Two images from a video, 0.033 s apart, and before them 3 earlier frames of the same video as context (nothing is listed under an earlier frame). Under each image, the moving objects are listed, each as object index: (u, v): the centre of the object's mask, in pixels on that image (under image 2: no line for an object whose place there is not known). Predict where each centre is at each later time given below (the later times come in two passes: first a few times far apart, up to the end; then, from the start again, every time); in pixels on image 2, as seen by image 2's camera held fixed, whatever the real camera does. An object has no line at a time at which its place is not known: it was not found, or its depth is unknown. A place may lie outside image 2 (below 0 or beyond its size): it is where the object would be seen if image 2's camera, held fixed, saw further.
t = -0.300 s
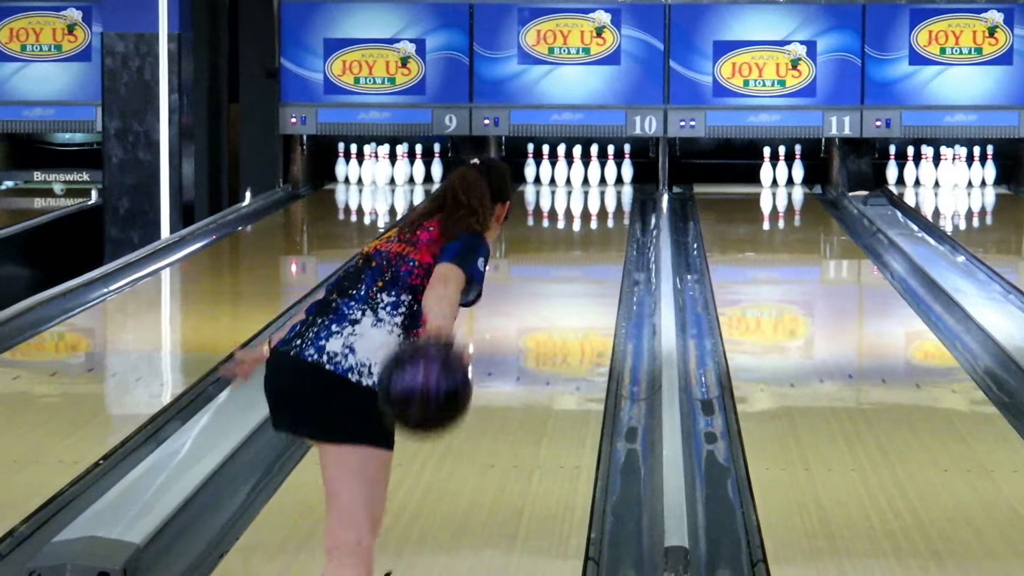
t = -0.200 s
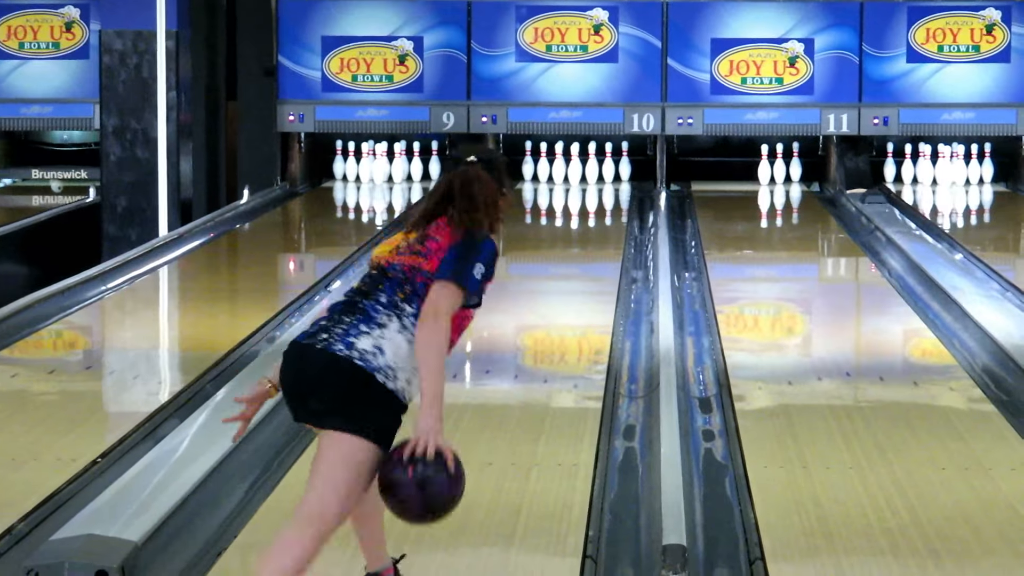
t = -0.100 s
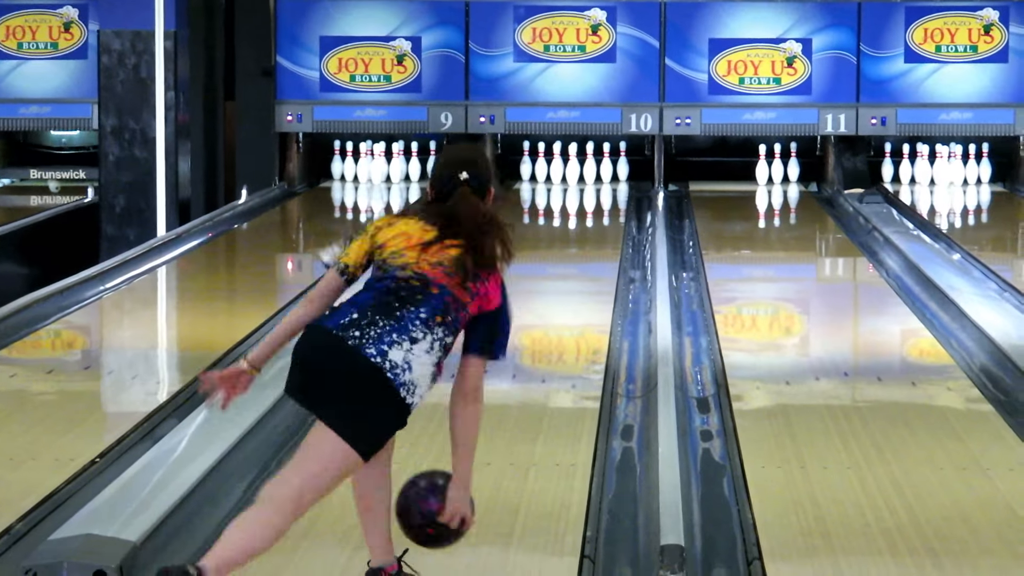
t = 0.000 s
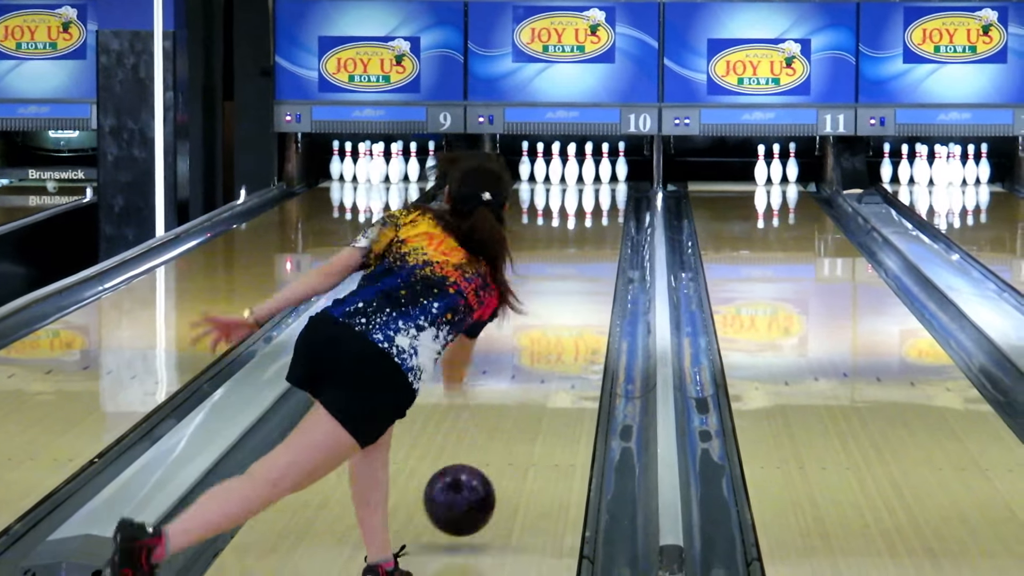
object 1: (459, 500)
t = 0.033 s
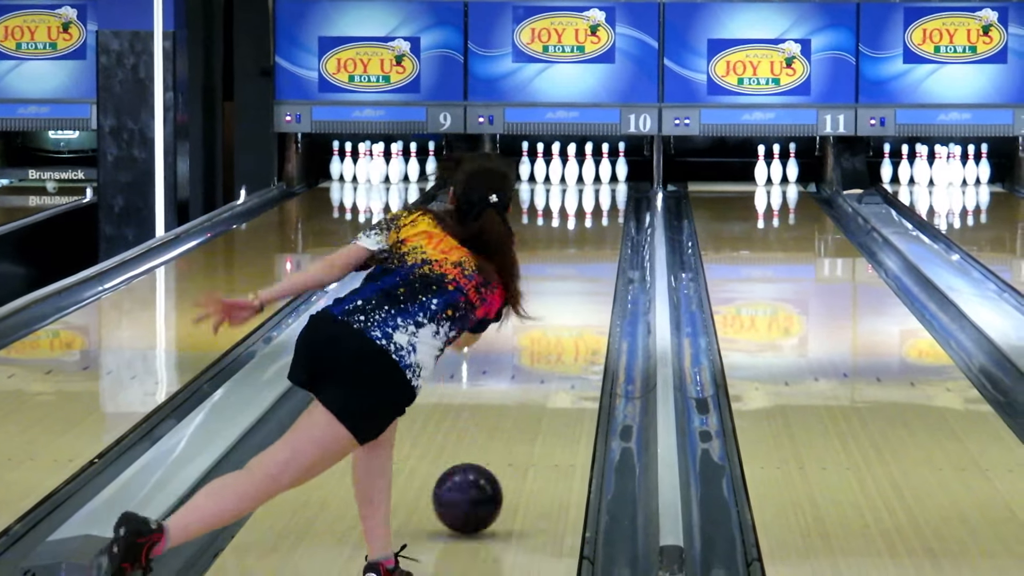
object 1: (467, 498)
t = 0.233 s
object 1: (504, 440)
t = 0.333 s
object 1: (520, 413)
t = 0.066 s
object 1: (475, 488)
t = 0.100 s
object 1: (482, 477)
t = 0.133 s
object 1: (489, 466)
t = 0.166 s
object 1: (495, 455)
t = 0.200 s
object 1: (501, 445)
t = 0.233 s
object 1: (504, 440)
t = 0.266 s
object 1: (512, 426)
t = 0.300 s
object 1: (517, 418)
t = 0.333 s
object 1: (520, 413)
